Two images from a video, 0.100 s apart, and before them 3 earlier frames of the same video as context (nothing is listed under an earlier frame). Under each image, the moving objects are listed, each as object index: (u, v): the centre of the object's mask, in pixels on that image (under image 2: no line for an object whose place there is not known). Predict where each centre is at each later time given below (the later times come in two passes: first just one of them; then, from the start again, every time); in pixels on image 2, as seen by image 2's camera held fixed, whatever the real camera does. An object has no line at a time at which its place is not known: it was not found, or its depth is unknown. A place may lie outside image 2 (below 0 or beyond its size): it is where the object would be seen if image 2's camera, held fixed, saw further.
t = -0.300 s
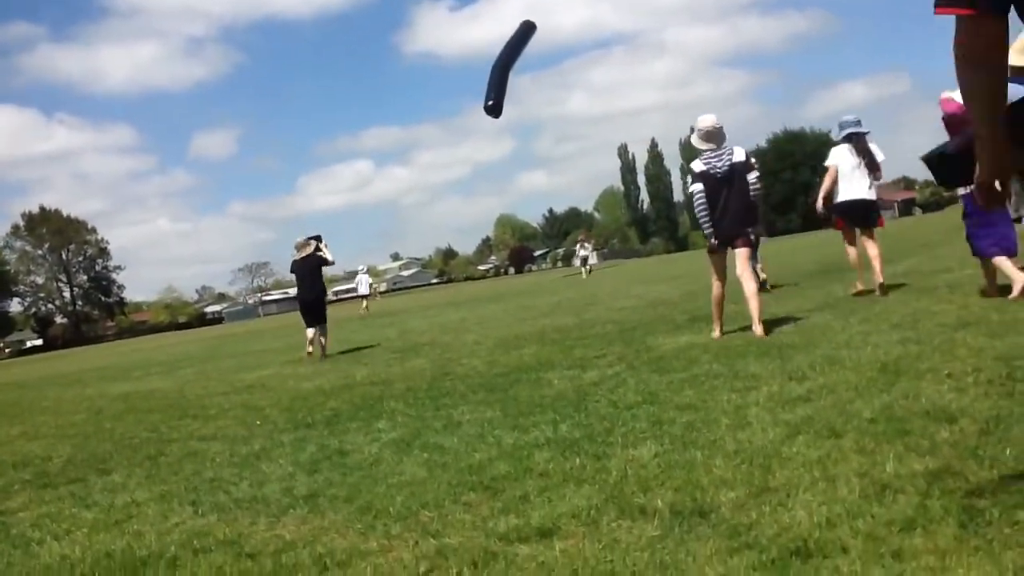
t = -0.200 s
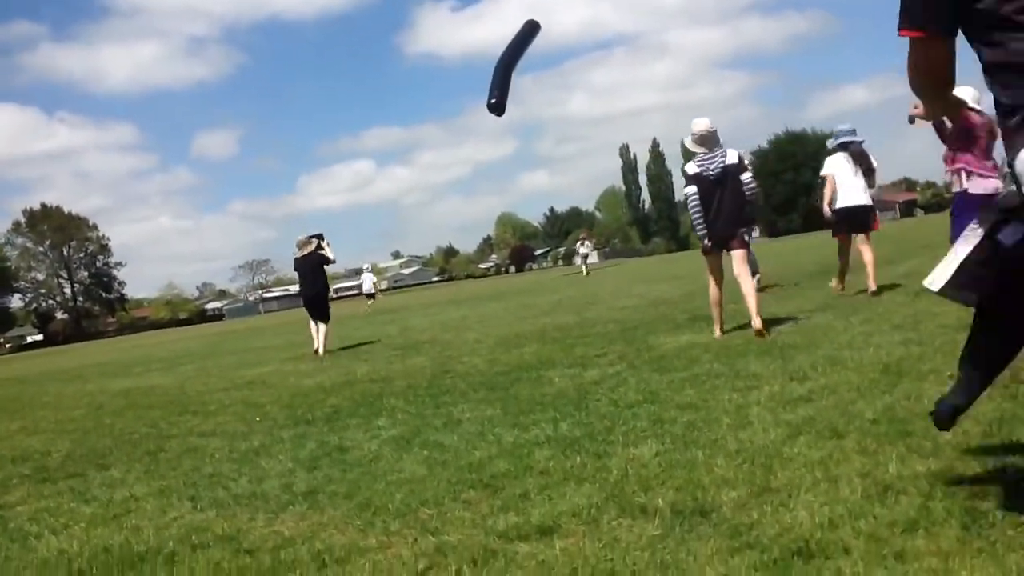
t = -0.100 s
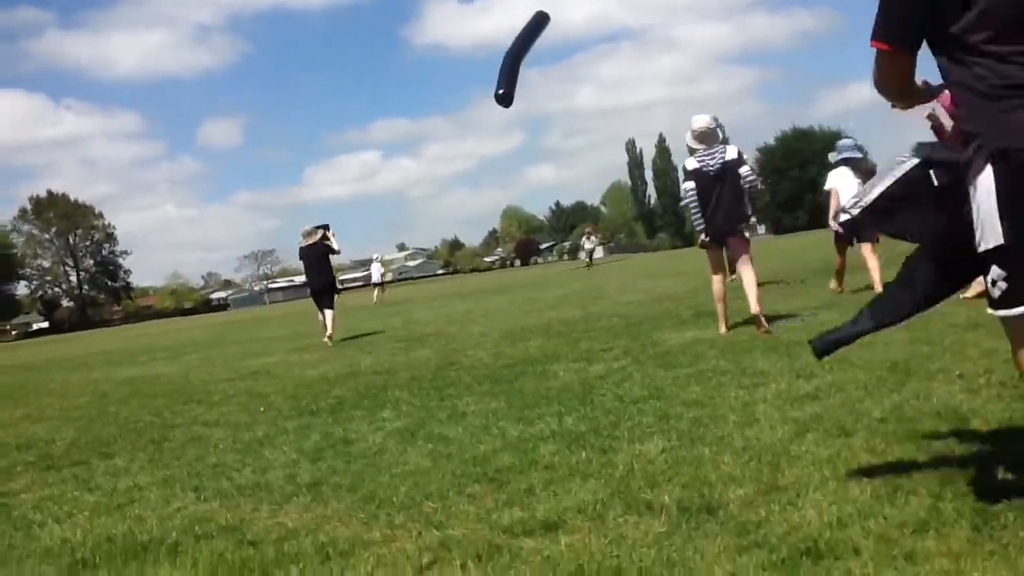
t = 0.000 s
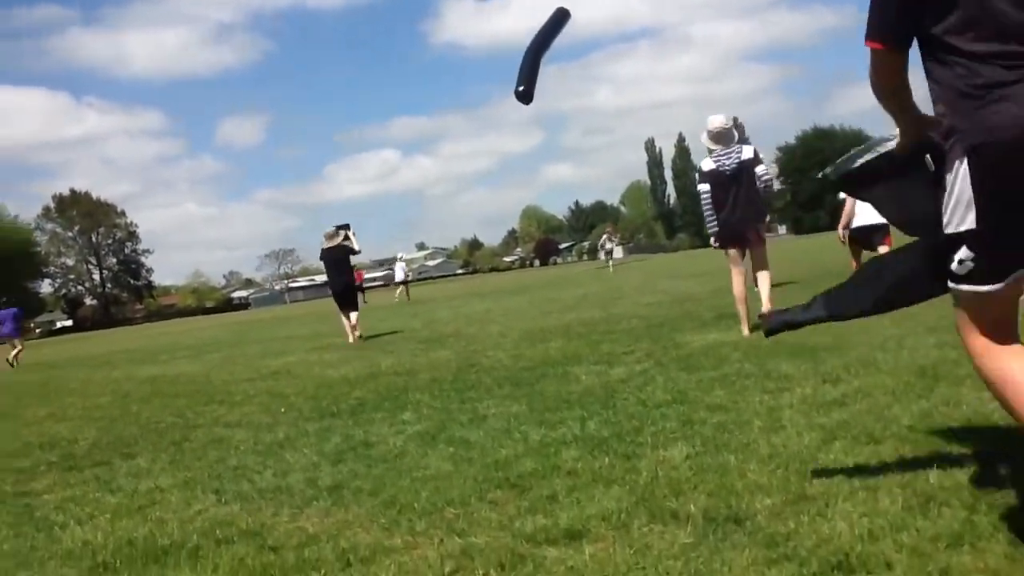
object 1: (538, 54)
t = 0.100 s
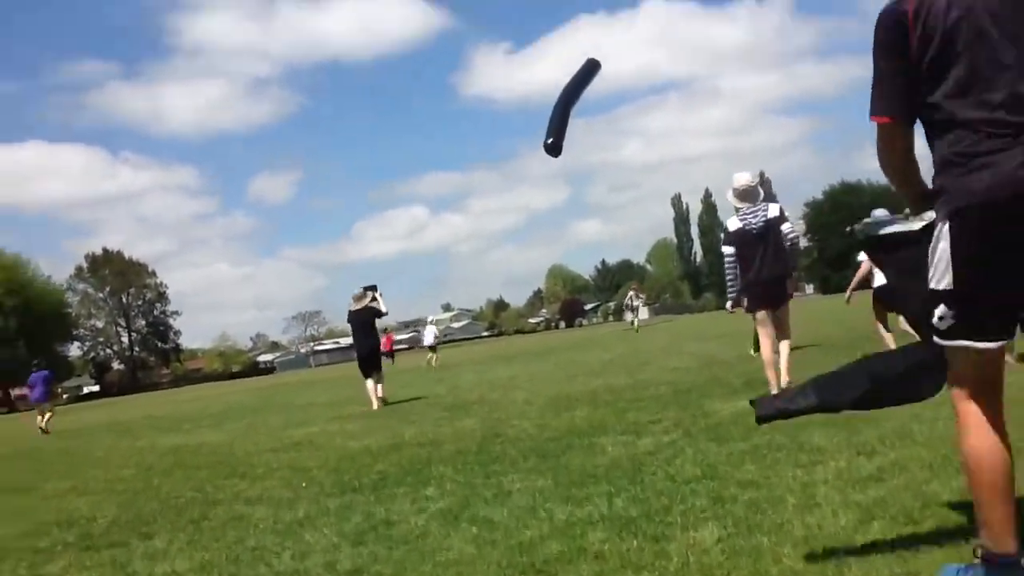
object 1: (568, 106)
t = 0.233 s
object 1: (565, 105)
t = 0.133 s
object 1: (573, 108)
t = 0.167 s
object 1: (569, 115)
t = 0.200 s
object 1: (567, 112)
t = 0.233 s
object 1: (565, 105)
